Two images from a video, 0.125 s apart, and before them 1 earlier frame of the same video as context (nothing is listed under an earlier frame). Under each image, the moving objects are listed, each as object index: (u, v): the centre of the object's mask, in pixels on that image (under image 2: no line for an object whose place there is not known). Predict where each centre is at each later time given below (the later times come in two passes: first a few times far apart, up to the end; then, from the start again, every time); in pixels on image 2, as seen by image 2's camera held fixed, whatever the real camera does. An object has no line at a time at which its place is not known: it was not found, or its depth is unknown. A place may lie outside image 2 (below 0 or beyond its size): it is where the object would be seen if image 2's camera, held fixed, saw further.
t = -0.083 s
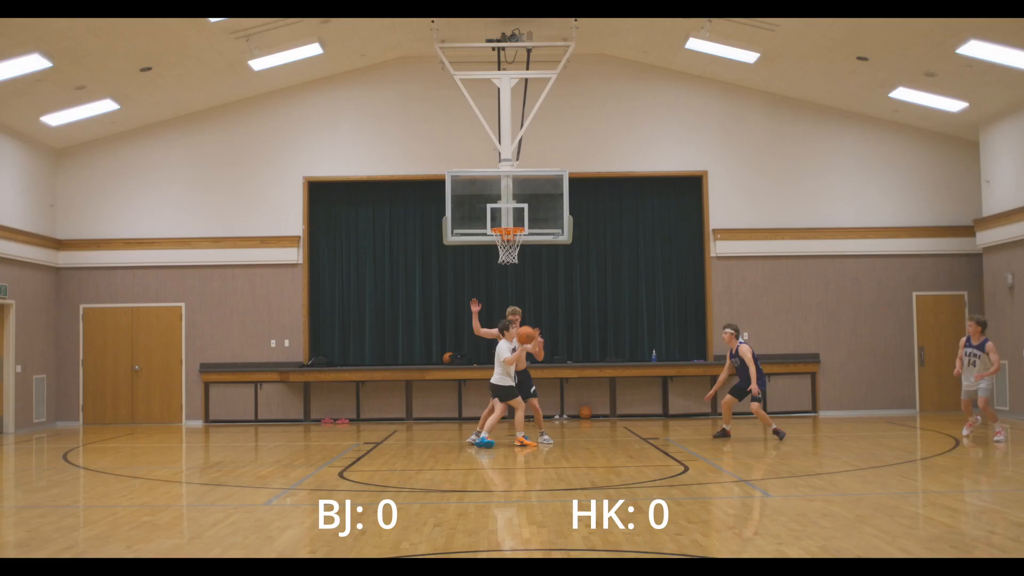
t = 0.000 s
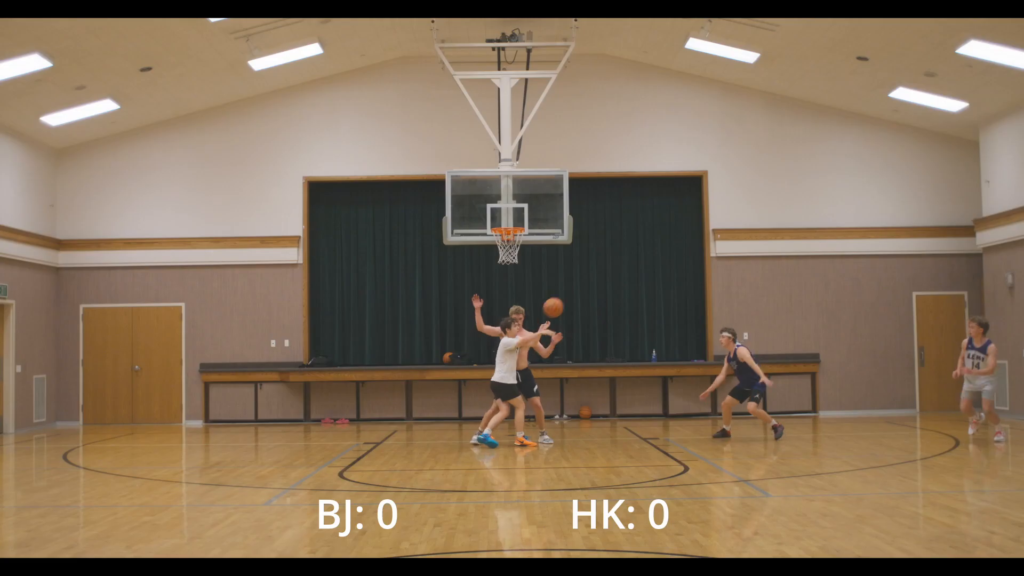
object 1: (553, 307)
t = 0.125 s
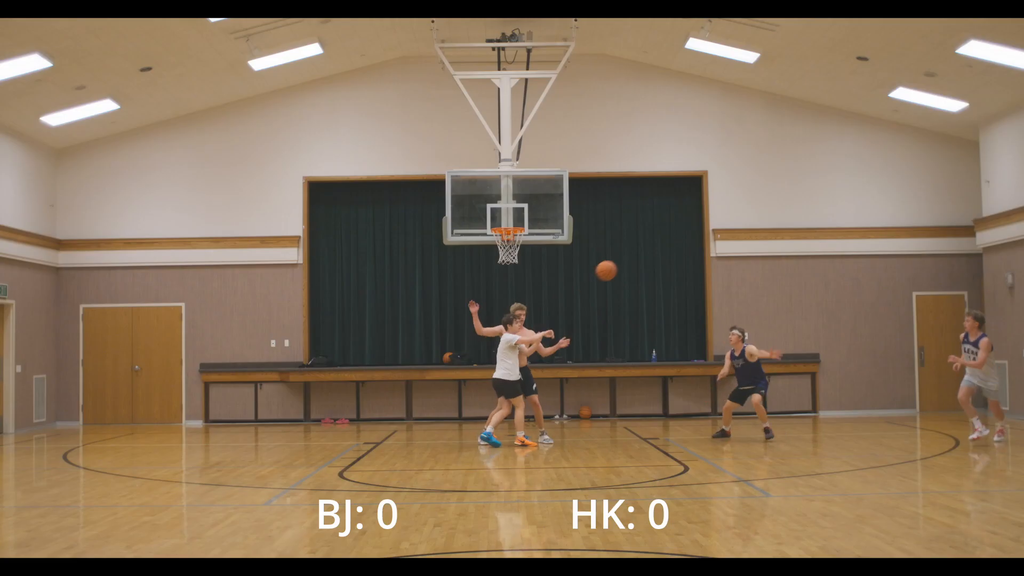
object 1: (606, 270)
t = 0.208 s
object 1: (643, 252)
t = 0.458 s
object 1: (762, 226)
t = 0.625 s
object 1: (849, 237)
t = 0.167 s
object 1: (625, 260)
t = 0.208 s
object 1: (643, 252)
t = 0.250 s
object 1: (662, 244)
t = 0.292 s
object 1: (681, 237)
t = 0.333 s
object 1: (700, 232)
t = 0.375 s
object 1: (720, 229)
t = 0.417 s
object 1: (741, 227)
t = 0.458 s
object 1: (762, 226)
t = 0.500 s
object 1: (783, 226)
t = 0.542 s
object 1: (804, 228)
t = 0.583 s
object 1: (827, 232)
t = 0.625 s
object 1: (849, 237)
